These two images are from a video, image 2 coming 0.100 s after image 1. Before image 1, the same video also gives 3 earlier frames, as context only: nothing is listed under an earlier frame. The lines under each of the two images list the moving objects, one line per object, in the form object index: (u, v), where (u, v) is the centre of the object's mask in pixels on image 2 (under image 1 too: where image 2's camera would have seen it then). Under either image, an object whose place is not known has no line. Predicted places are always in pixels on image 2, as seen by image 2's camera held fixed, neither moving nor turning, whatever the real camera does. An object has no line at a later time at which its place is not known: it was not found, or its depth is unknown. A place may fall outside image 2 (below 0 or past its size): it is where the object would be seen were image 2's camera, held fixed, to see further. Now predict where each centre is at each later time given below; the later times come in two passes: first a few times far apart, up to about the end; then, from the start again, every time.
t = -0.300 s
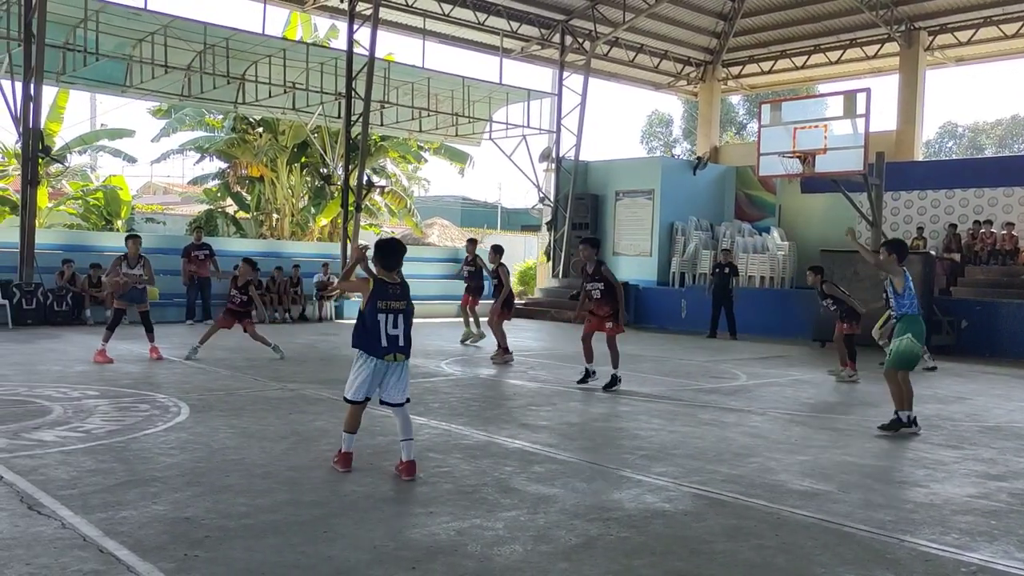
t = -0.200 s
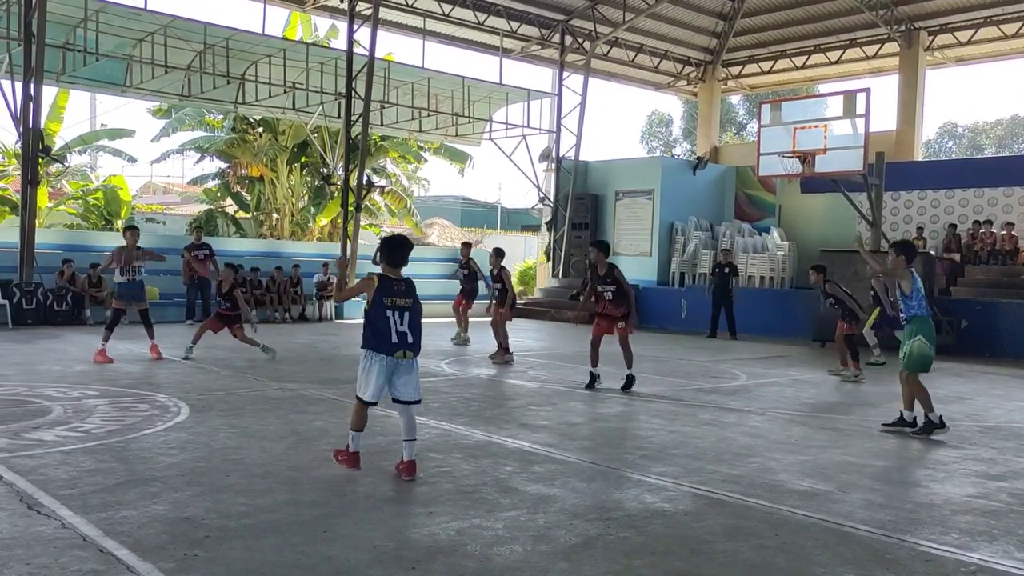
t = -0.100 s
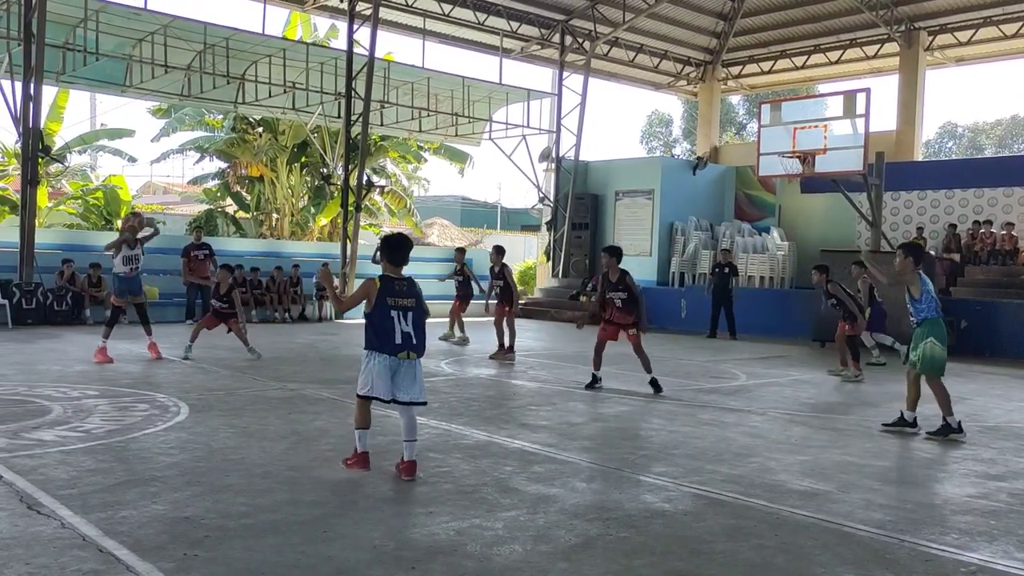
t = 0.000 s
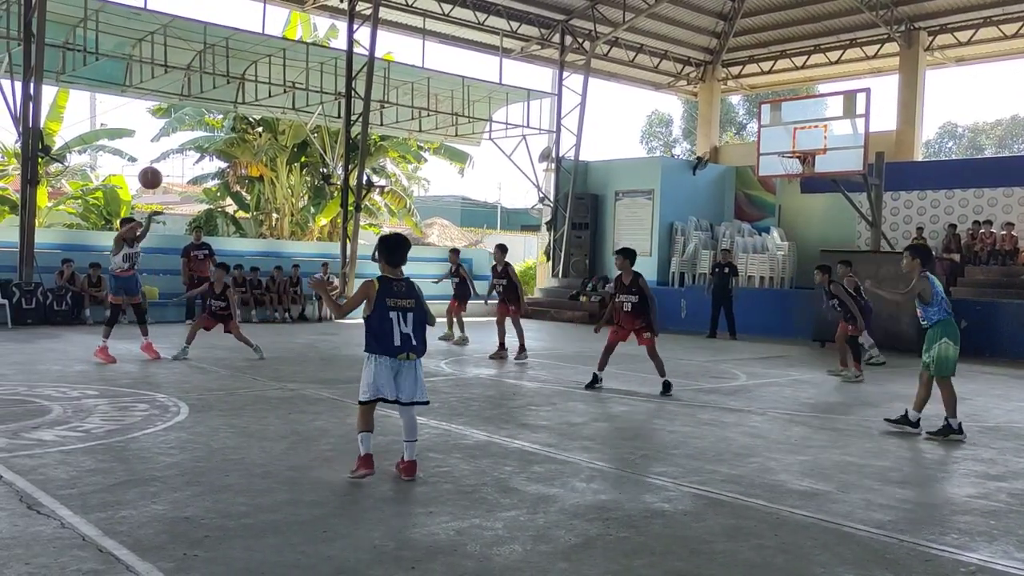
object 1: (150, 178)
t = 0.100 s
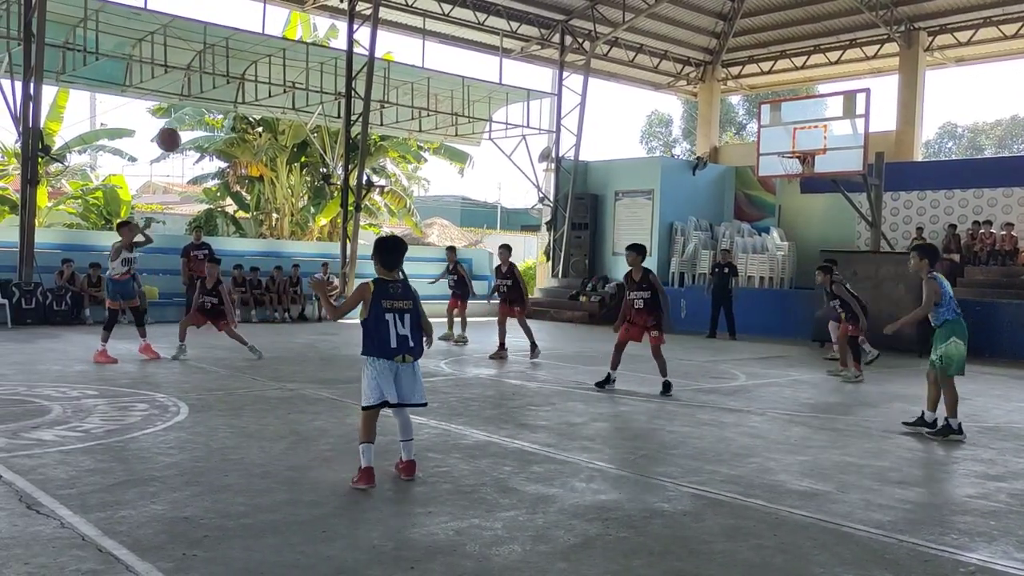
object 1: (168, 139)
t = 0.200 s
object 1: (188, 109)
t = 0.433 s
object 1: (244, 69)
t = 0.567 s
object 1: (282, 74)
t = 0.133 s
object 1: (175, 129)
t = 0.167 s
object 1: (181, 118)
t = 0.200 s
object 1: (188, 109)
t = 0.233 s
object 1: (196, 101)
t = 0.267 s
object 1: (203, 93)
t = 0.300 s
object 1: (211, 86)
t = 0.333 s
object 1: (219, 80)
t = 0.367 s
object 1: (227, 75)
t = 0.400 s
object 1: (236, 72)
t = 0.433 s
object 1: (244, 69)
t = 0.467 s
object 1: (253, 68)
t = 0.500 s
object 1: (263, 69)
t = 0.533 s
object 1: (272, 71)
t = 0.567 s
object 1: (282, 74)
